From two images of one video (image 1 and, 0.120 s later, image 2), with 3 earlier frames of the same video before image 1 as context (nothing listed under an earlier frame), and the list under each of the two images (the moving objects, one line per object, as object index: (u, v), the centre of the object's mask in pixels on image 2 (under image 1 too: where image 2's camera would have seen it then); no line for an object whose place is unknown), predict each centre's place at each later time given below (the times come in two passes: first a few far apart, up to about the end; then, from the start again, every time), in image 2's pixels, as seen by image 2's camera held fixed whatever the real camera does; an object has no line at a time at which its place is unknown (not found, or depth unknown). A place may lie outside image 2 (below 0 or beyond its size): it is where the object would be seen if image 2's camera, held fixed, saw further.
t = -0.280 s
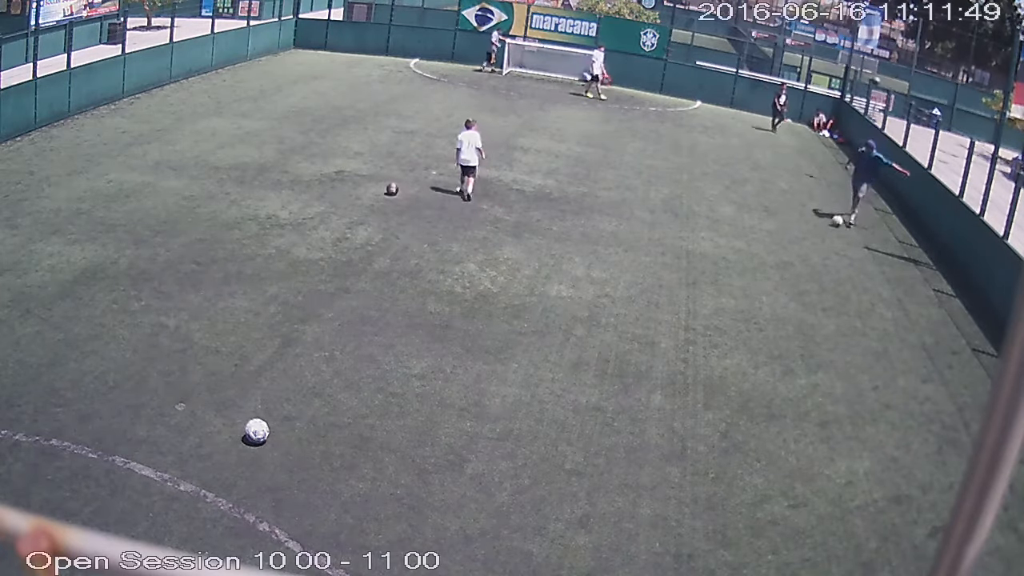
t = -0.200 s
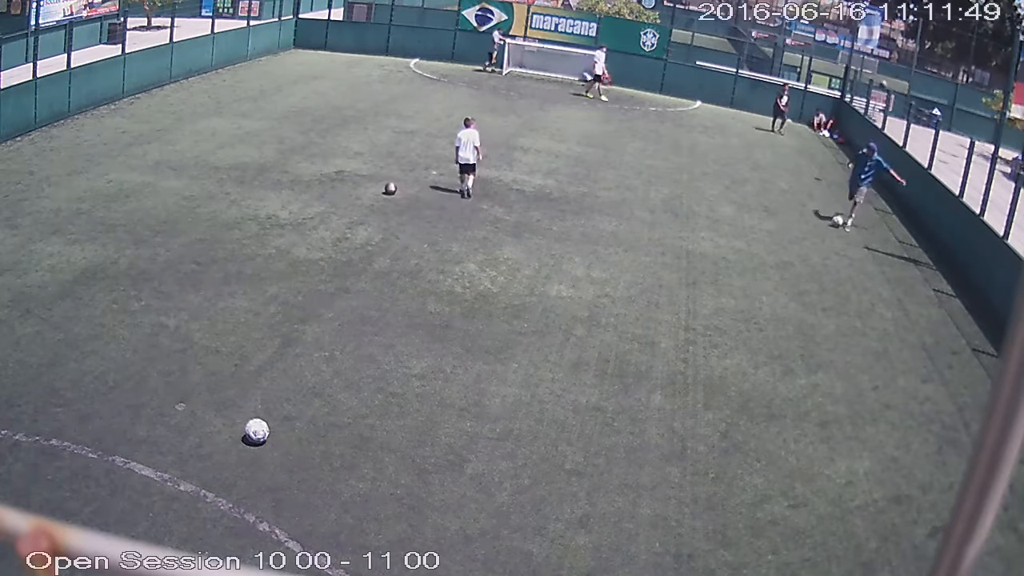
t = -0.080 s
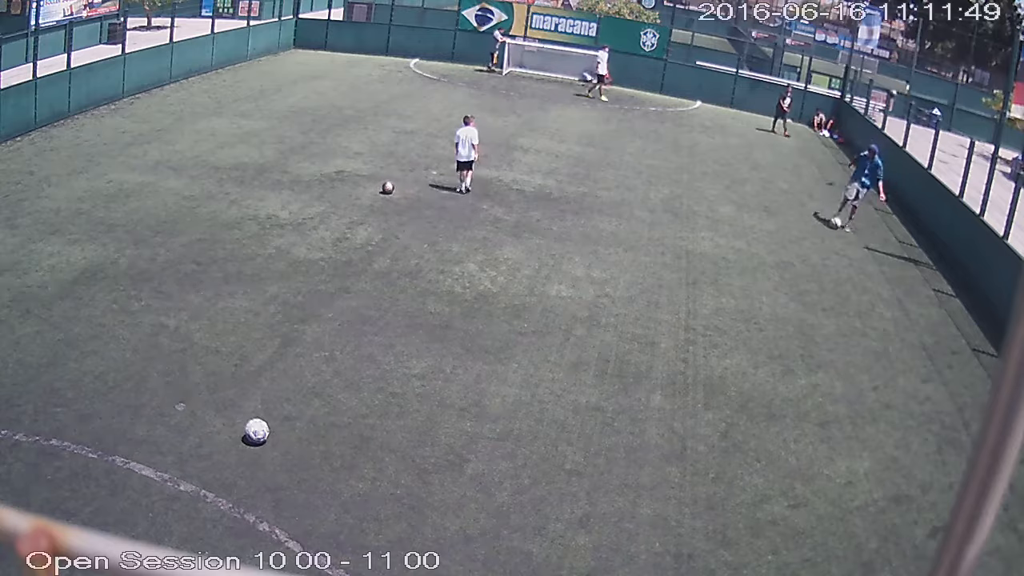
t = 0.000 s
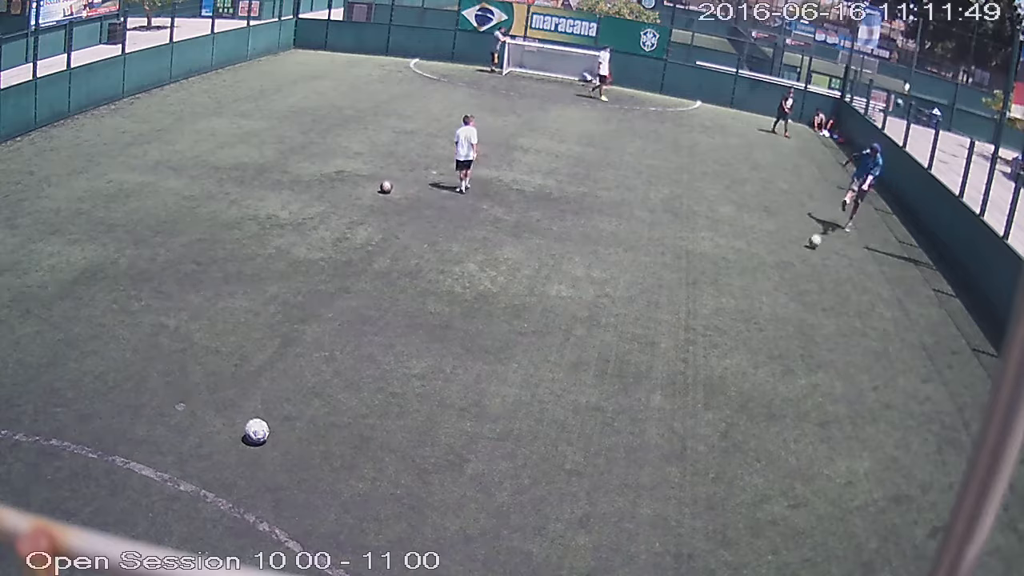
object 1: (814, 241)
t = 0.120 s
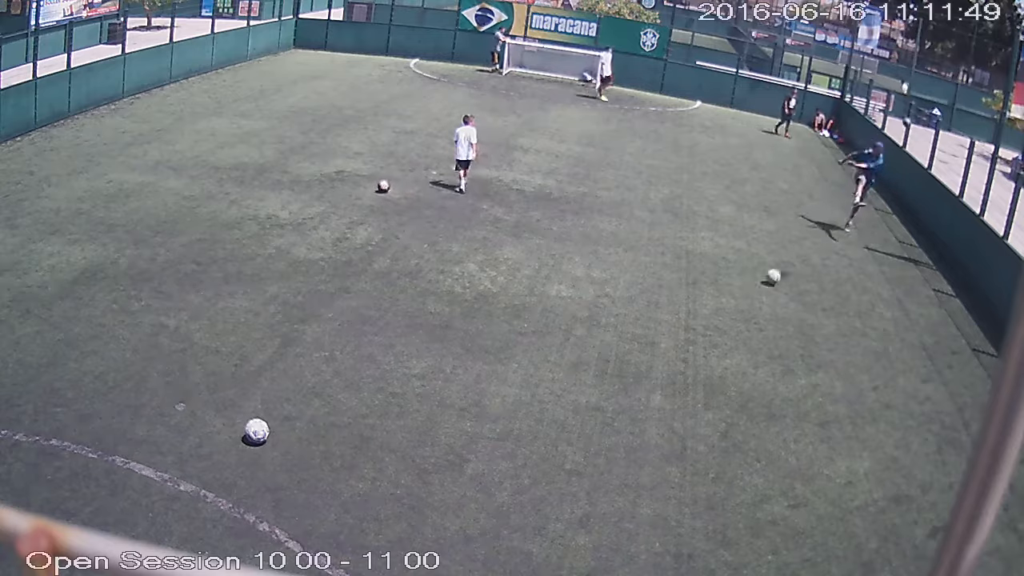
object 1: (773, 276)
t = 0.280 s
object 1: (689, 343)
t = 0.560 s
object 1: (423, 522)
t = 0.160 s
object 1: (756, 290)
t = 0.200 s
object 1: (737, 305)
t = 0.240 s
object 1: (715, 322)
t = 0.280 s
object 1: (689, 343)
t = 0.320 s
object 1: (664, 358)
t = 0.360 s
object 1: (635, 378)
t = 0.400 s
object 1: (601, 403)
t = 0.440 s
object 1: (561, 433)
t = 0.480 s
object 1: (518, 464)
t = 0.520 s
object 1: (474, 490)
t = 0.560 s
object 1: (423, 522)
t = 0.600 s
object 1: (368, 558)
